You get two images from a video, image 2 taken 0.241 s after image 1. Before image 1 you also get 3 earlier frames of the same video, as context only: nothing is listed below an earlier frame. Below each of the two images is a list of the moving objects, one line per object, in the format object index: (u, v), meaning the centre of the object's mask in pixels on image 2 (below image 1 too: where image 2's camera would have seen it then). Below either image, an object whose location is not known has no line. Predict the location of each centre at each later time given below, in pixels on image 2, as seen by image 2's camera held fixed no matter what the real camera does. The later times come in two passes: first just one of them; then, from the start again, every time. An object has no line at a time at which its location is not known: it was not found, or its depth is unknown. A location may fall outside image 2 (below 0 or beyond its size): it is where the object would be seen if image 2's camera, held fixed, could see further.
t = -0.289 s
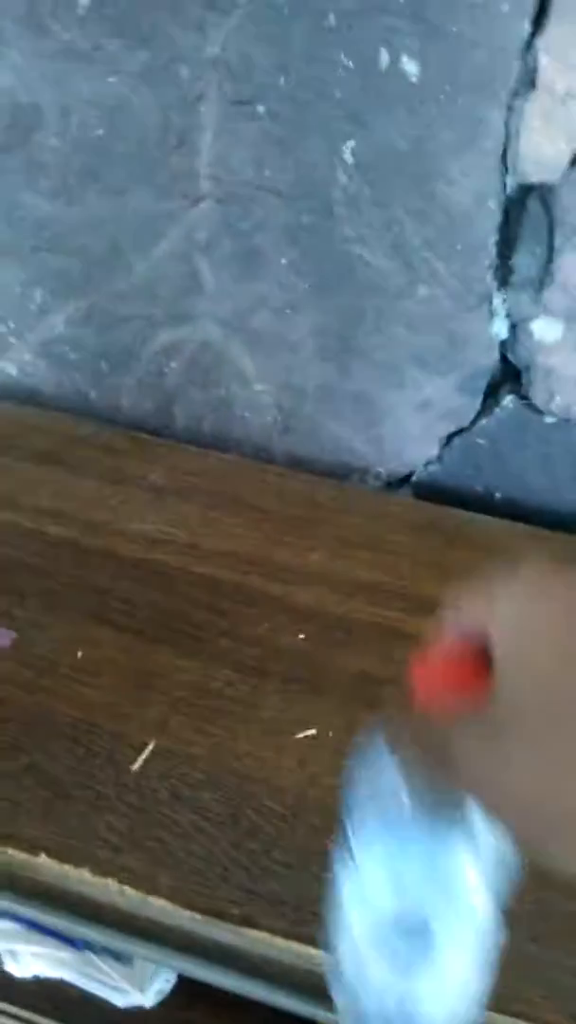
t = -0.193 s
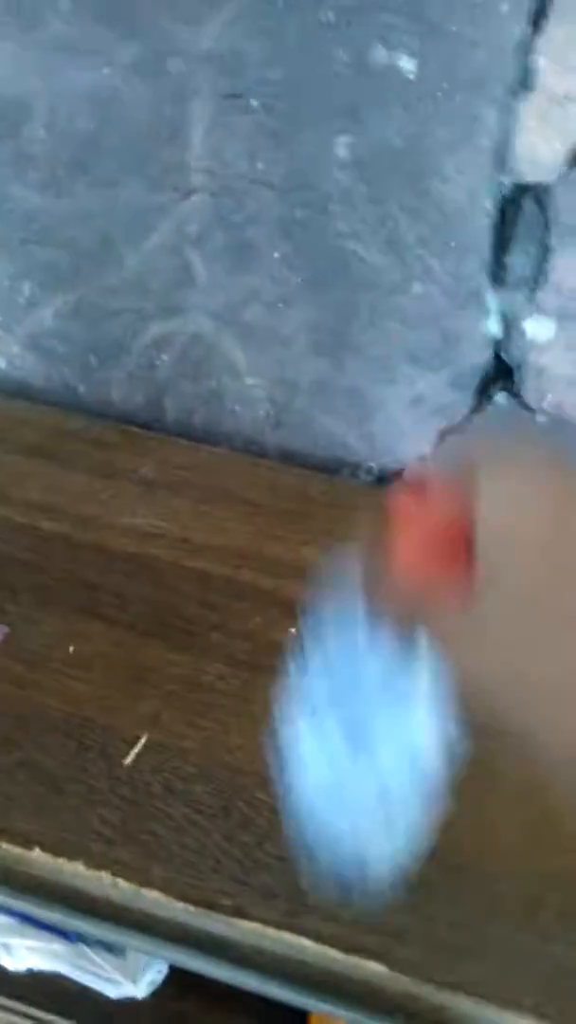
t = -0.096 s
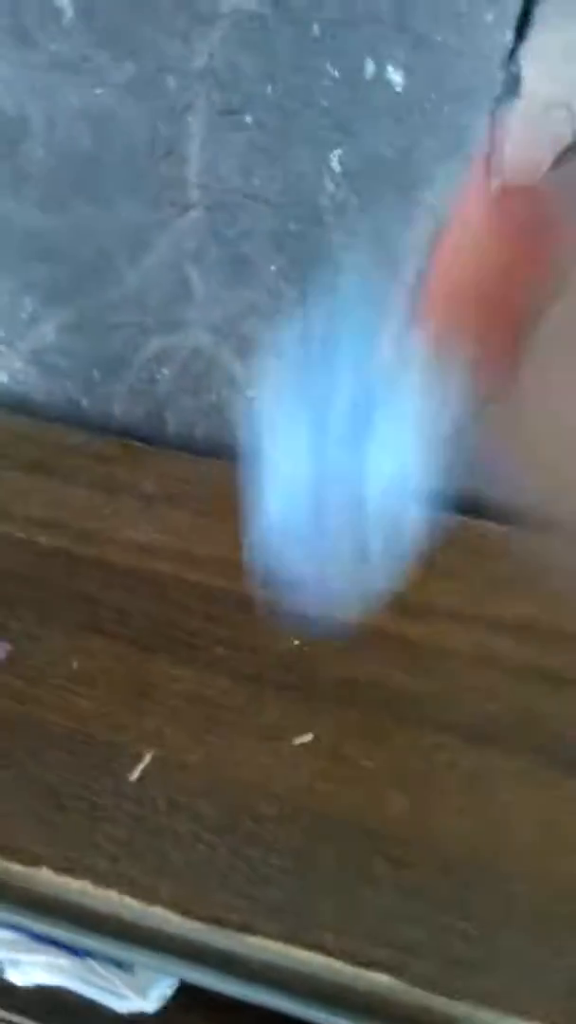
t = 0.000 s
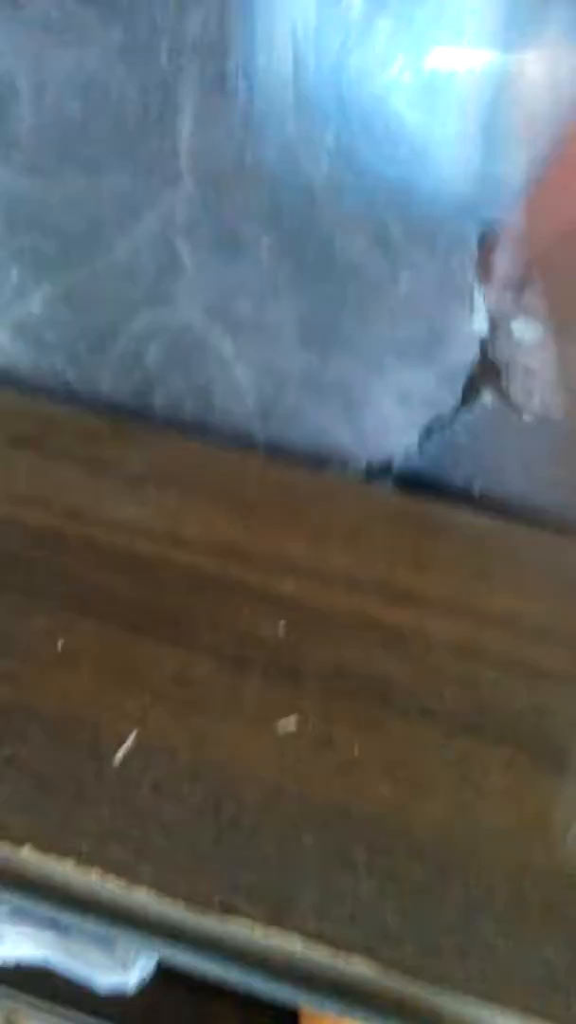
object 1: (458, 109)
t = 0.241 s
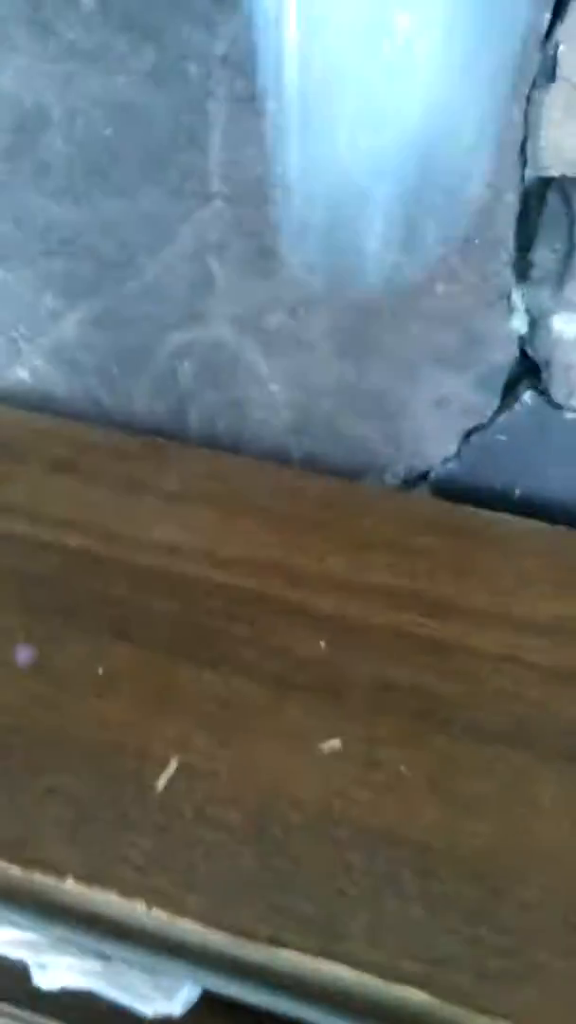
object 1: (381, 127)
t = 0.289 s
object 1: (341, 228)
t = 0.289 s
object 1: (341, 228)
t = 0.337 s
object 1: (304, 351)
